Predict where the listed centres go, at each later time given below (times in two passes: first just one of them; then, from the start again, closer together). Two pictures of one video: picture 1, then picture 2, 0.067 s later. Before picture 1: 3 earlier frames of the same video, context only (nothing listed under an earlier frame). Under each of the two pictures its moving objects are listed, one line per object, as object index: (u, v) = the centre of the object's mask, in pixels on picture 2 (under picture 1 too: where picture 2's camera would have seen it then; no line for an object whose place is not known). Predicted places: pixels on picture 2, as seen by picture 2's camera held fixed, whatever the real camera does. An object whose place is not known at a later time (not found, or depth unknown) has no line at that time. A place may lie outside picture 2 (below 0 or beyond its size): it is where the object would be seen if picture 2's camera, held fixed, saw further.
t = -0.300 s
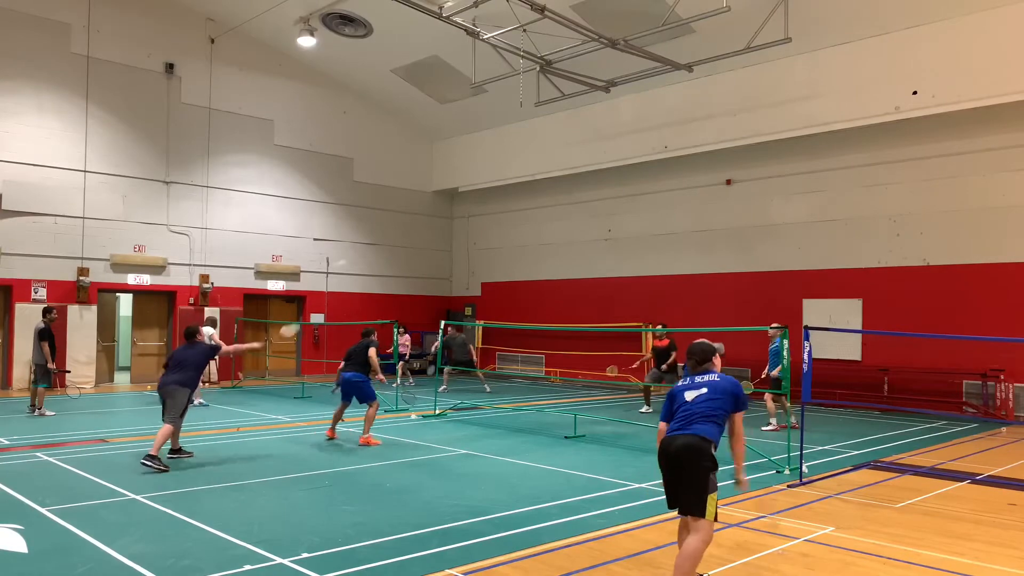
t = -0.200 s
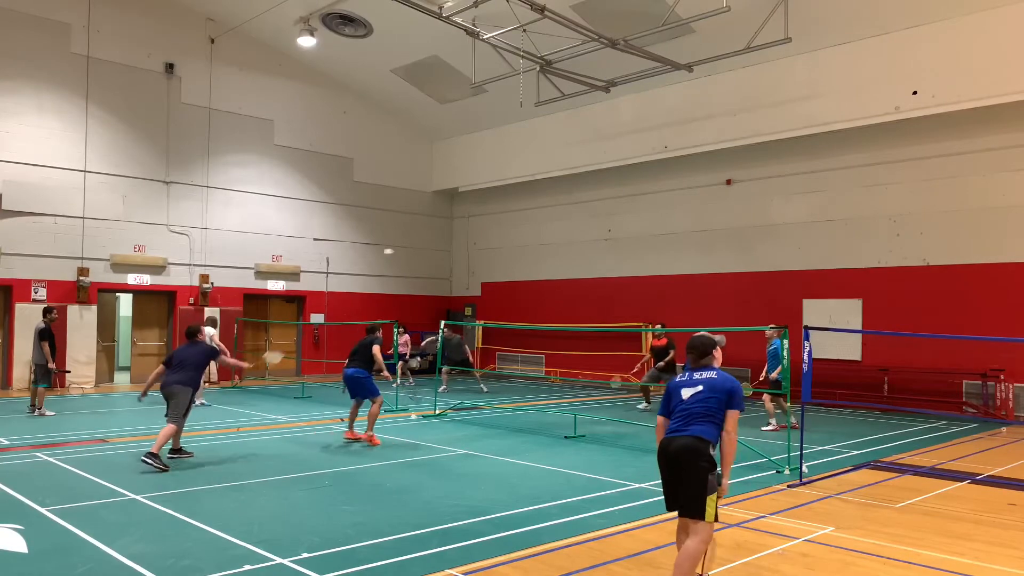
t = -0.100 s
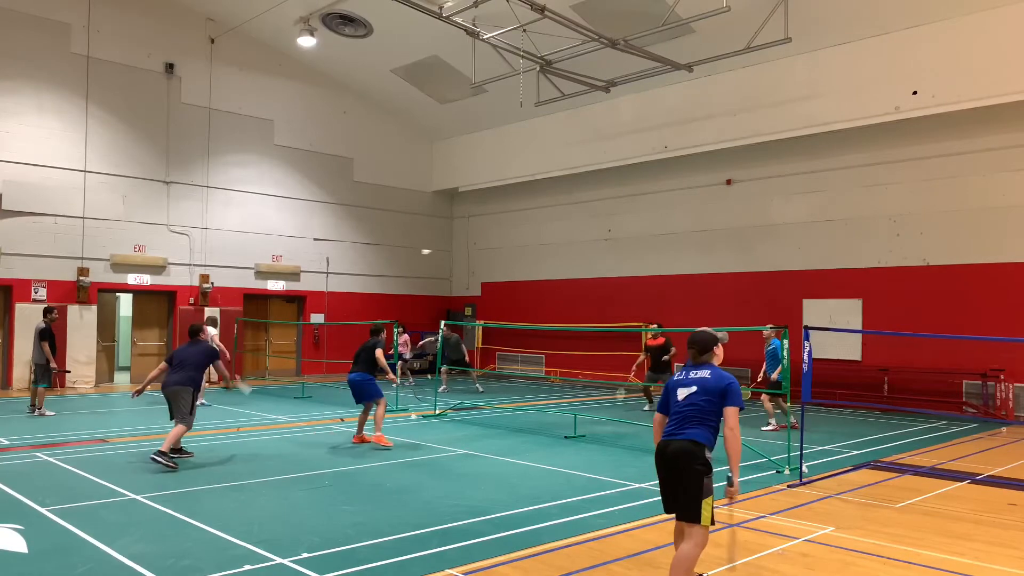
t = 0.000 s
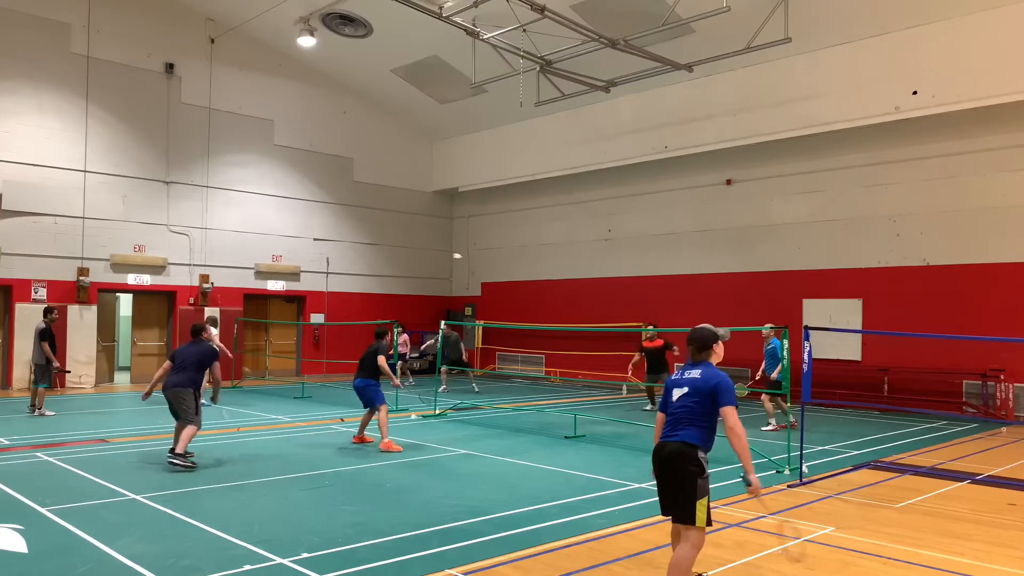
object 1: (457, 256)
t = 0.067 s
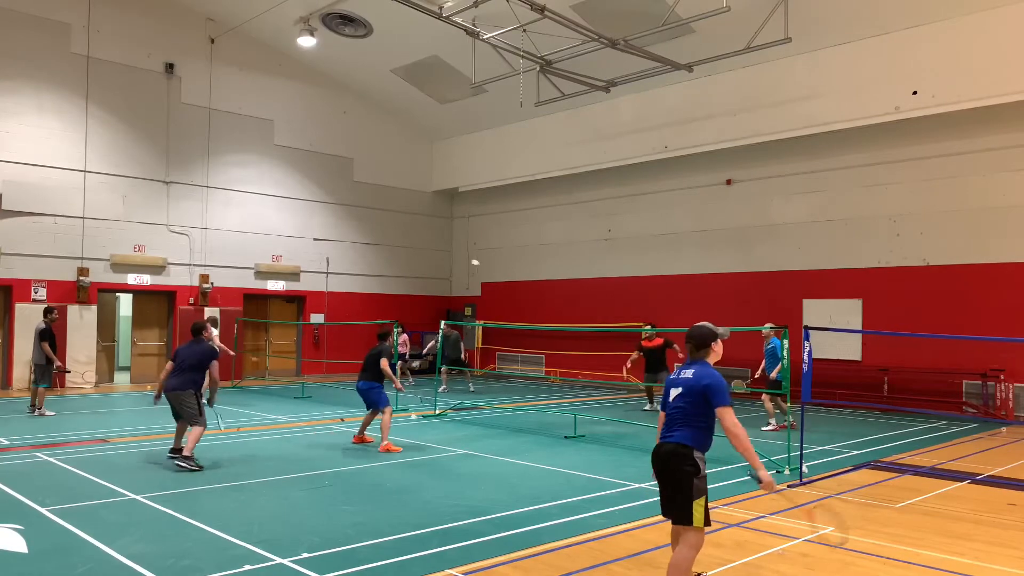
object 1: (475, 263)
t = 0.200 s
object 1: (506, 282)
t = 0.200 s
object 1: (506, 282)
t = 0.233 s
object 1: (512, 287)
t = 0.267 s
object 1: (519, 294)
